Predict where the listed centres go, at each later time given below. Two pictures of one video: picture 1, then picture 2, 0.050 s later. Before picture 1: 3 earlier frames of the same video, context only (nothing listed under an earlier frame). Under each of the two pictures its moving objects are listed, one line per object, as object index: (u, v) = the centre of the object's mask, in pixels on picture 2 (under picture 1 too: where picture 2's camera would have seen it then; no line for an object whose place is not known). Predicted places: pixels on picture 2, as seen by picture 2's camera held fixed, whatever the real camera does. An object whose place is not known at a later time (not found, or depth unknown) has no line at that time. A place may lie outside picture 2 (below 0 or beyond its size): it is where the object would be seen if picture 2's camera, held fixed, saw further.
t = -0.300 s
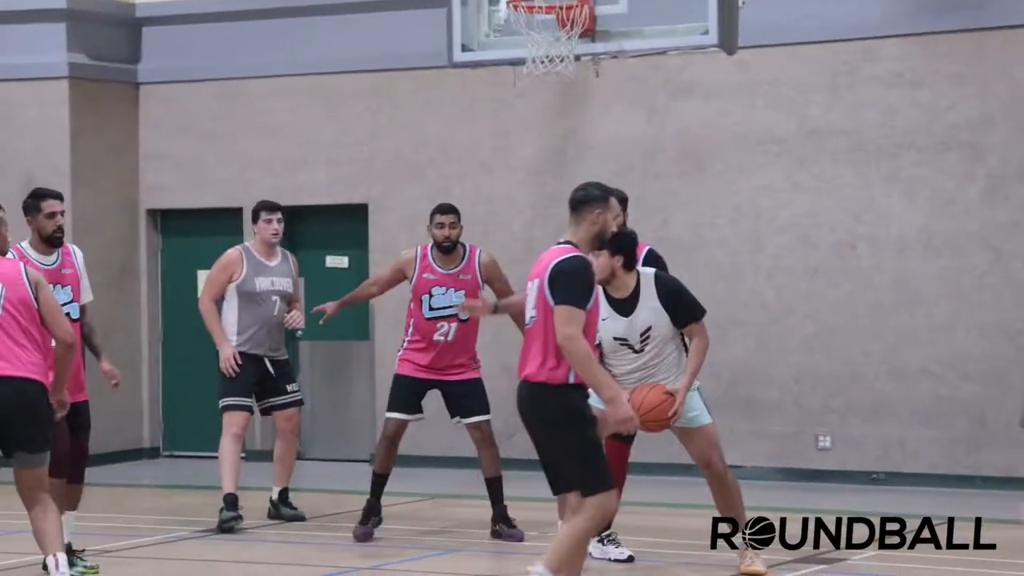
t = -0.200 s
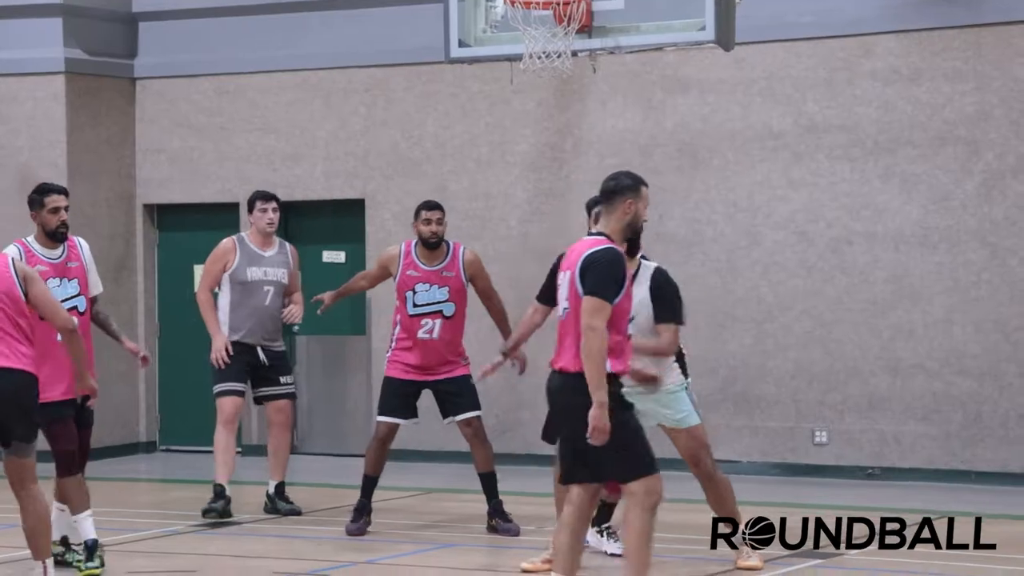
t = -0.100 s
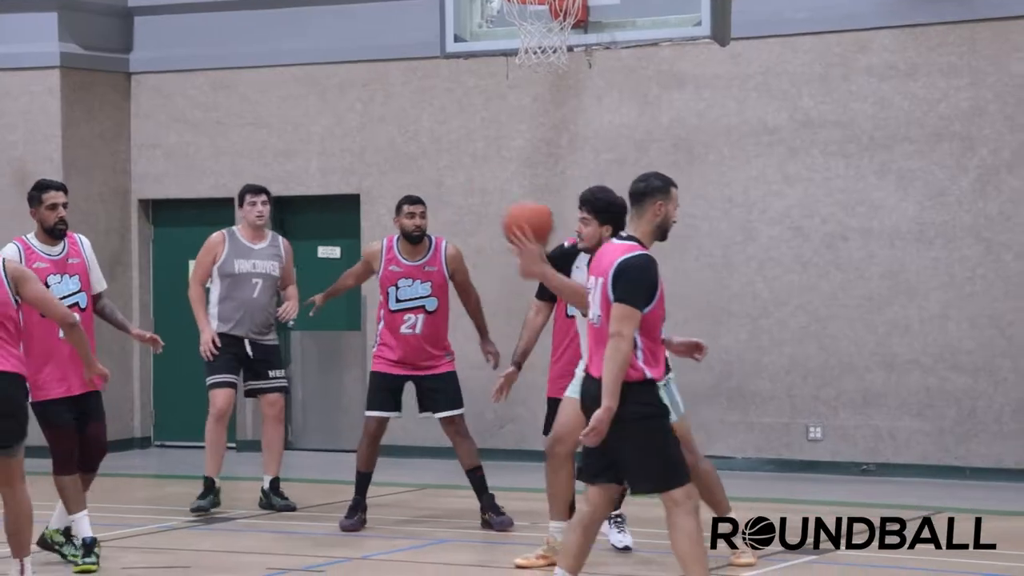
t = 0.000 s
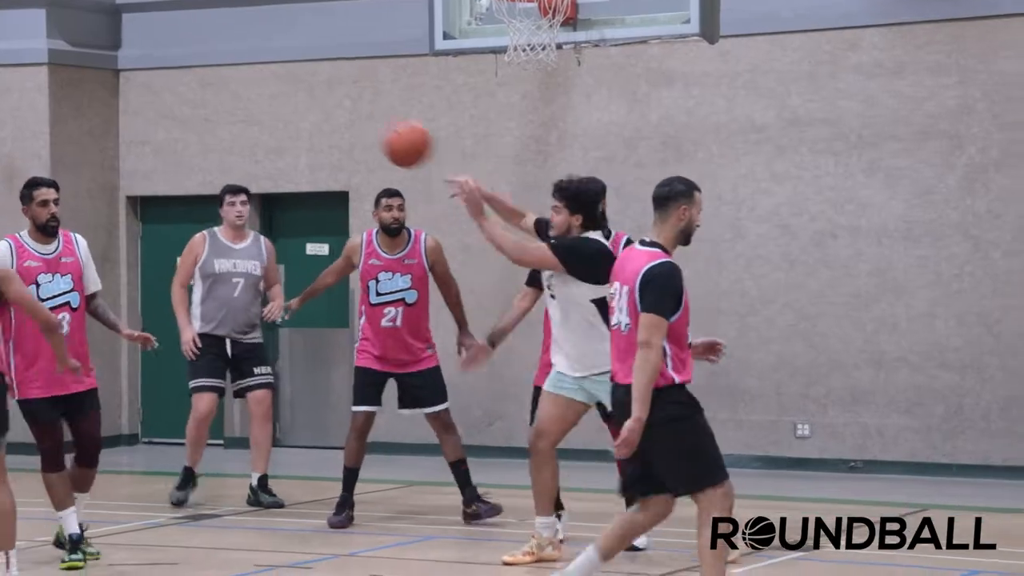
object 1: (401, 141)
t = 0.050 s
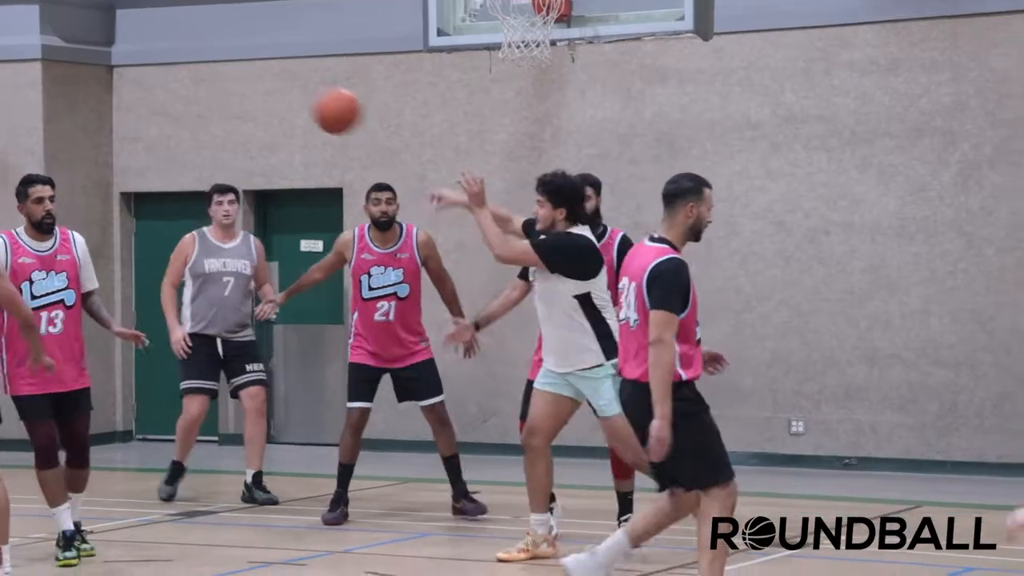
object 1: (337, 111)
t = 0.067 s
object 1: (315, 102)
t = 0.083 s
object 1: (295, 95)
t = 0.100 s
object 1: (275, 88)
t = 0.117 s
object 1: (254, 80)
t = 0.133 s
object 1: (235, 75)
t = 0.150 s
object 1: (216, 69)
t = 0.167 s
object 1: (195, 64)
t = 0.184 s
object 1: (176, 59)
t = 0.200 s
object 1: (157, 55)
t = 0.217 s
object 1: (139, 52)
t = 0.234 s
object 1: (121, 49)
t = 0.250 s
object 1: (103, 45)
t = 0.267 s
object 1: (86, 43)
